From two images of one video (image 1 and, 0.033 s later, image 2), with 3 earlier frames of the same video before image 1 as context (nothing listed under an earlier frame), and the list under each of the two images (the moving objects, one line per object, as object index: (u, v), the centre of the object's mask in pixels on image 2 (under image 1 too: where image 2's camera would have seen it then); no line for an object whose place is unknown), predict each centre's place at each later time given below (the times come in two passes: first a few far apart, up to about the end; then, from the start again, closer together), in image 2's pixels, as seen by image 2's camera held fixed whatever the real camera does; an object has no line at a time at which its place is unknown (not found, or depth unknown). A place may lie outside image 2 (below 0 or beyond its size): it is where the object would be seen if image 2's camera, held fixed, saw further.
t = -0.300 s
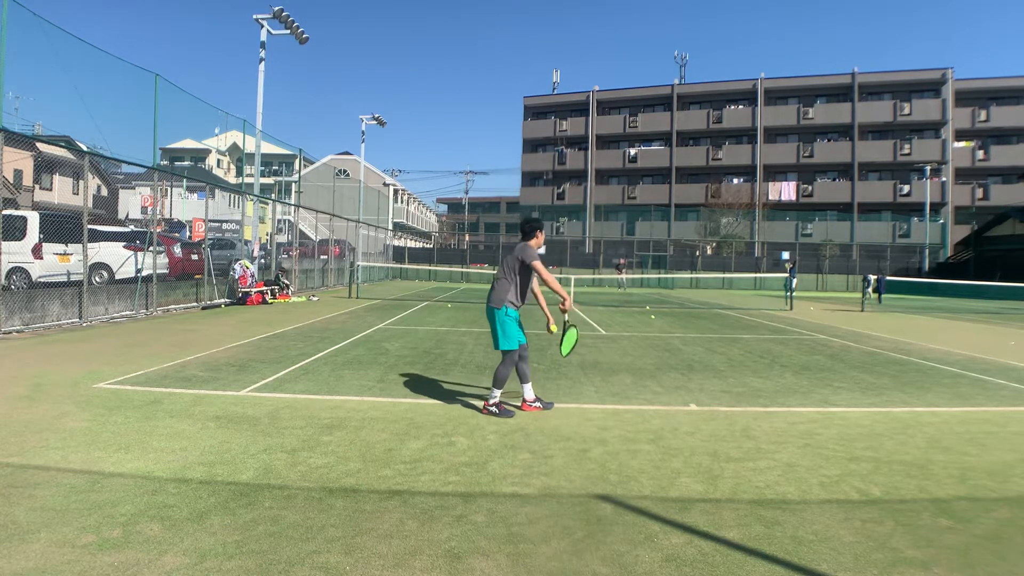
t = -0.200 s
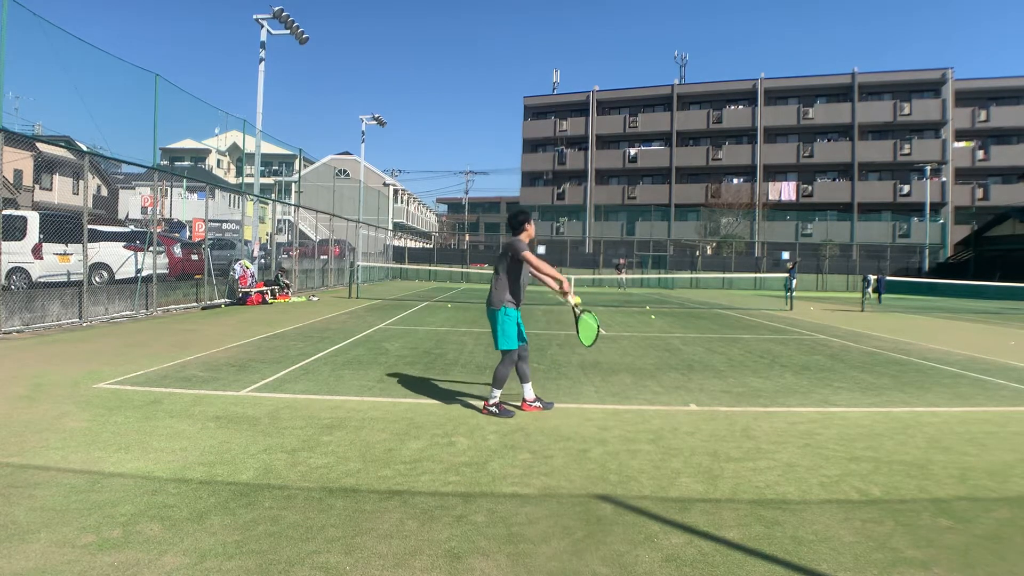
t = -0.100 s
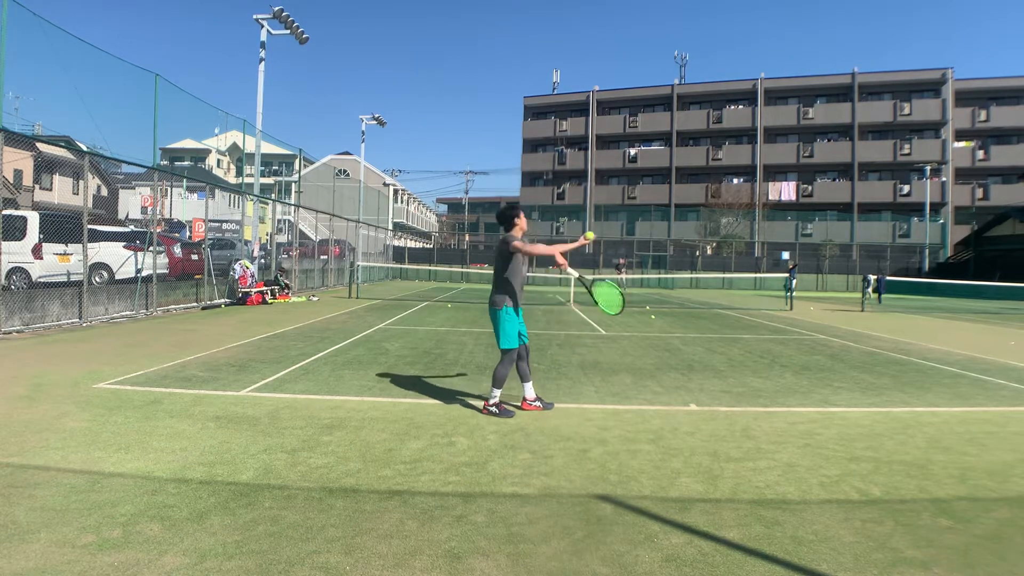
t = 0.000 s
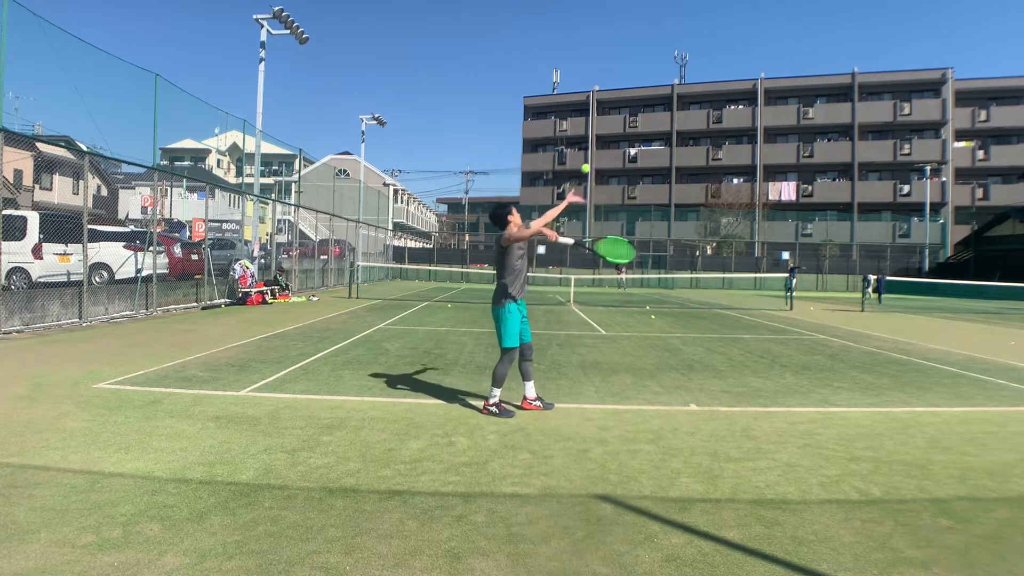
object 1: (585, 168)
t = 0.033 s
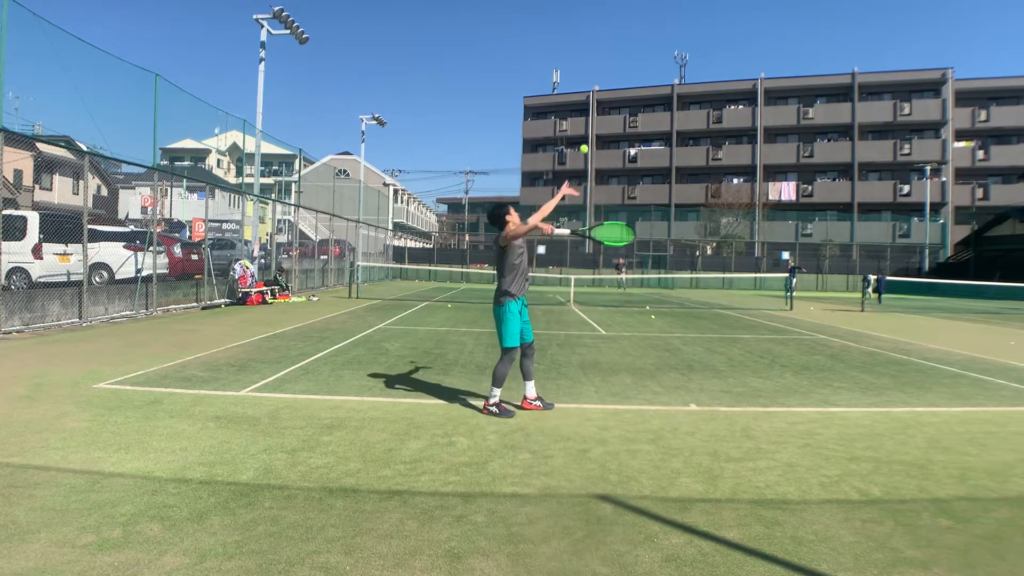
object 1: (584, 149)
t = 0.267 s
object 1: (573, 51)
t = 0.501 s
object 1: (561, 15)
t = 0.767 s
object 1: (546, 45)
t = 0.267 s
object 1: (573, 51)
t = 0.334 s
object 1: (570, 34)
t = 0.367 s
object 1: (568, 28)
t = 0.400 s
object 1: (567, 23)
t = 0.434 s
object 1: (565, 19)
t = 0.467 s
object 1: (563, 16)
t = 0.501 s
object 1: (561, 15)
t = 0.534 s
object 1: (560, 14)
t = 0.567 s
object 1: (558, 15)
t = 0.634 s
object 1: (554, 20)
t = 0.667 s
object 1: (552, 24)
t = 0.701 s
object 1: (550, 30)
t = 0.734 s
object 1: (548, 37)
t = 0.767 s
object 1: (546, 45)
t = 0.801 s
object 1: (544, 54)
